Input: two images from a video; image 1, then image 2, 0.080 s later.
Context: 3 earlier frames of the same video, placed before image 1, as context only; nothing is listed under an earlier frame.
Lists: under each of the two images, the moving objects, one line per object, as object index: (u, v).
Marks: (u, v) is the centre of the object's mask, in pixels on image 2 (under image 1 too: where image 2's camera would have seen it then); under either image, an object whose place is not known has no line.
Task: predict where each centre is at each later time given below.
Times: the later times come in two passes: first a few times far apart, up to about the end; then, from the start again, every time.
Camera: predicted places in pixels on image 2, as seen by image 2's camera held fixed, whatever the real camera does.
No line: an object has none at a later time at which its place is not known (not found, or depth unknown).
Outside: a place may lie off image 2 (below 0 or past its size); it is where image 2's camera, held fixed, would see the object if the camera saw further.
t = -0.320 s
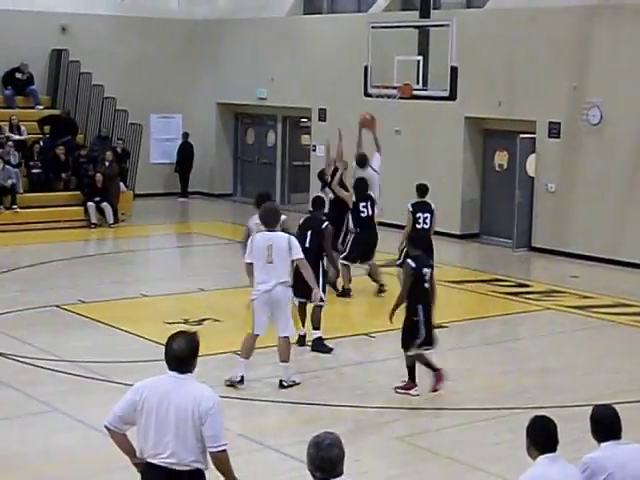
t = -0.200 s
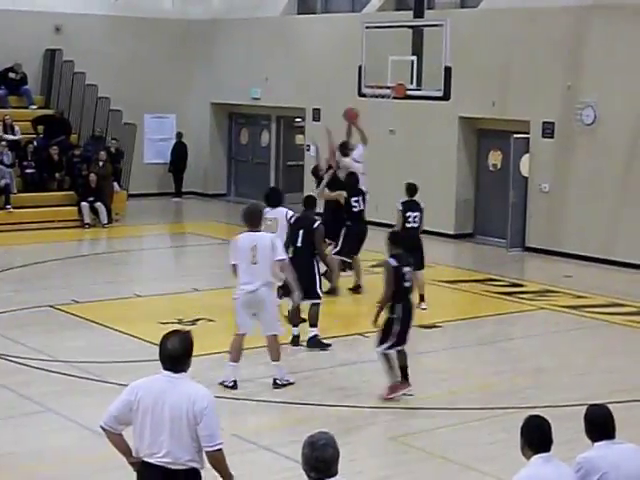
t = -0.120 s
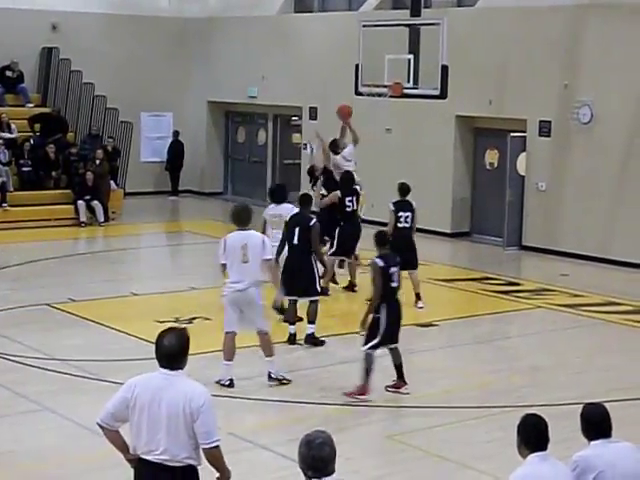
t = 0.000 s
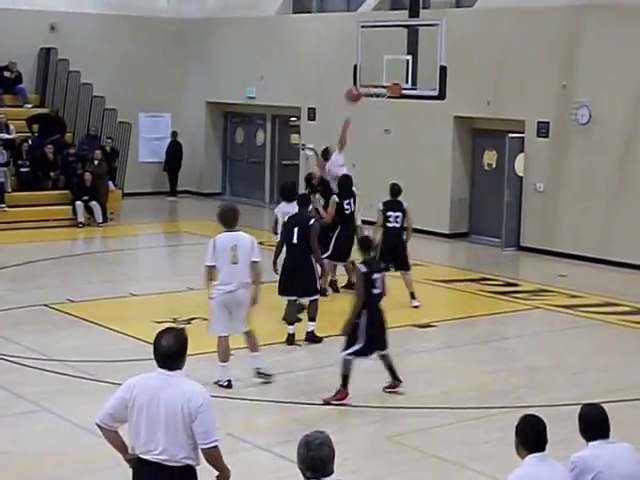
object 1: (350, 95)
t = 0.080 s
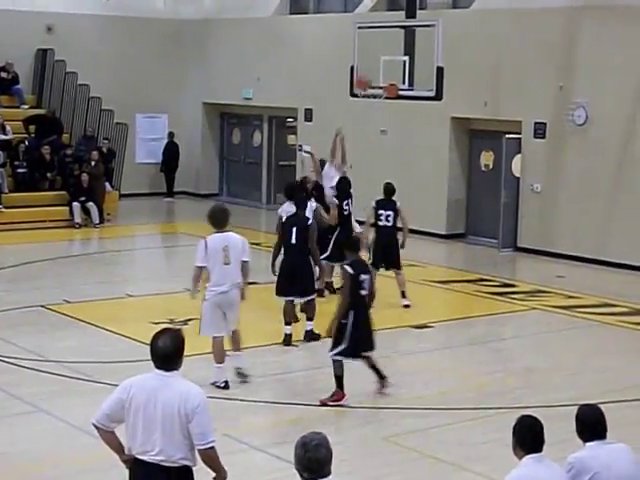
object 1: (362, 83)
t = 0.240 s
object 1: (376, 75)
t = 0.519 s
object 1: (370, 81)
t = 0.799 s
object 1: (368, 120)
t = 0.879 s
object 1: (369, 134)
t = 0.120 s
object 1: (368, 79)
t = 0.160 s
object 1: (374, 75)
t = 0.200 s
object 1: (377, 74)
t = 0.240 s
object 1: (376, 75)
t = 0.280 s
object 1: (375, 76)
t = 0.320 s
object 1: (374, 75)
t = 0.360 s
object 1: (373, 74)
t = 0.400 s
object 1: (373, 74)
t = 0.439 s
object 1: (372, 75)
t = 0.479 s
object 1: (371, 78)
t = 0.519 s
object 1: (370, 81)
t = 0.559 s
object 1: (369, 86)
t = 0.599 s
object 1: (369, 92)
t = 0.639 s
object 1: (367, 99)
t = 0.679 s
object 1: (367, 104)
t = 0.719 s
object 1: (367, 109)
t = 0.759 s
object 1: (368, 114)
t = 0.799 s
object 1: (368, 120)
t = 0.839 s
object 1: (369, 126)
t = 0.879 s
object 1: (369, 134)
